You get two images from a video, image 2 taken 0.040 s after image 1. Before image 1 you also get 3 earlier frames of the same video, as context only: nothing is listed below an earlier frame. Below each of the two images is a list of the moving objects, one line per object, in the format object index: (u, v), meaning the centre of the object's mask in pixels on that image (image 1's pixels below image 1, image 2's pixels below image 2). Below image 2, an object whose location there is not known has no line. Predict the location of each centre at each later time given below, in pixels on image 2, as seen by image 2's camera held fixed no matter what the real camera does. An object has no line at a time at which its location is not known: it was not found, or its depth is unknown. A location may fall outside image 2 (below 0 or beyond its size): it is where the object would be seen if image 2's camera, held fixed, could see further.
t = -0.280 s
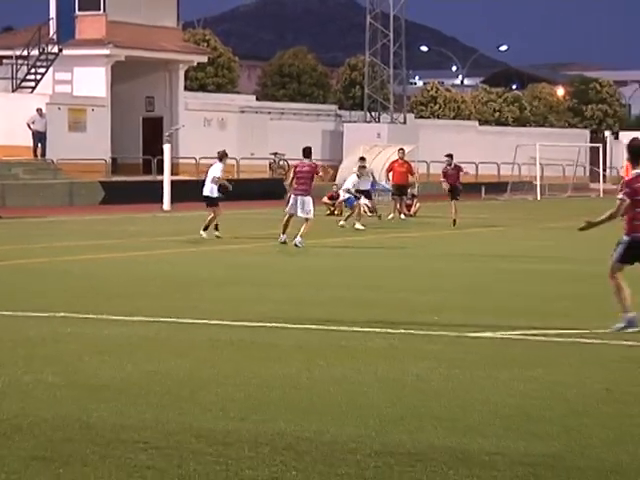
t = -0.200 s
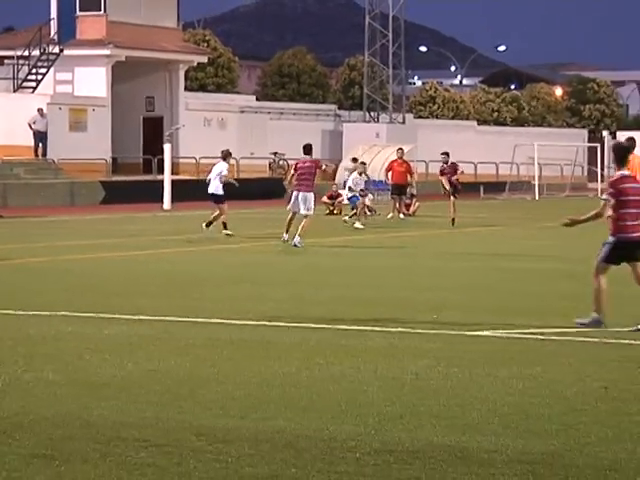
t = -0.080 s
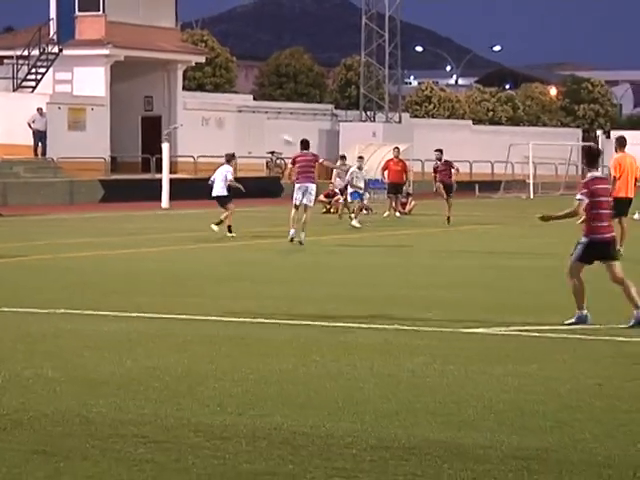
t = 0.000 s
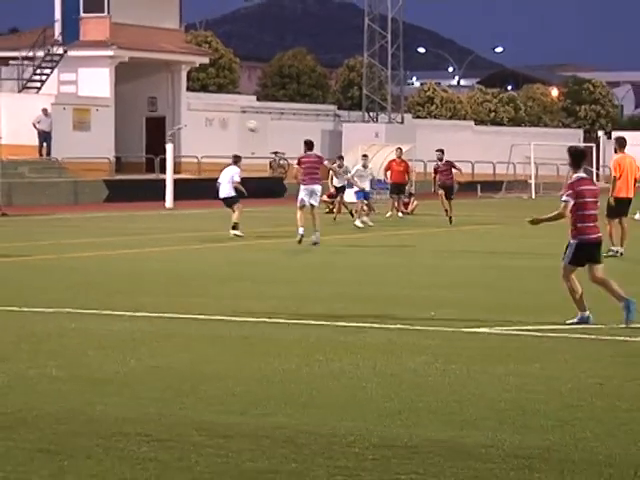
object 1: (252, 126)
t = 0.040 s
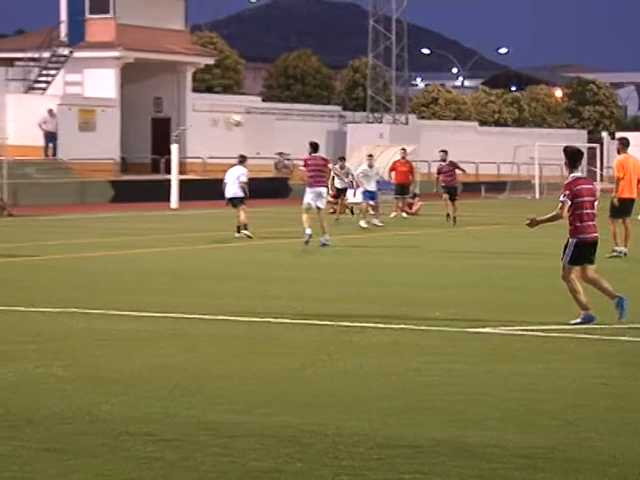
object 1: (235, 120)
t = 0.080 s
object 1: (215, 116)
